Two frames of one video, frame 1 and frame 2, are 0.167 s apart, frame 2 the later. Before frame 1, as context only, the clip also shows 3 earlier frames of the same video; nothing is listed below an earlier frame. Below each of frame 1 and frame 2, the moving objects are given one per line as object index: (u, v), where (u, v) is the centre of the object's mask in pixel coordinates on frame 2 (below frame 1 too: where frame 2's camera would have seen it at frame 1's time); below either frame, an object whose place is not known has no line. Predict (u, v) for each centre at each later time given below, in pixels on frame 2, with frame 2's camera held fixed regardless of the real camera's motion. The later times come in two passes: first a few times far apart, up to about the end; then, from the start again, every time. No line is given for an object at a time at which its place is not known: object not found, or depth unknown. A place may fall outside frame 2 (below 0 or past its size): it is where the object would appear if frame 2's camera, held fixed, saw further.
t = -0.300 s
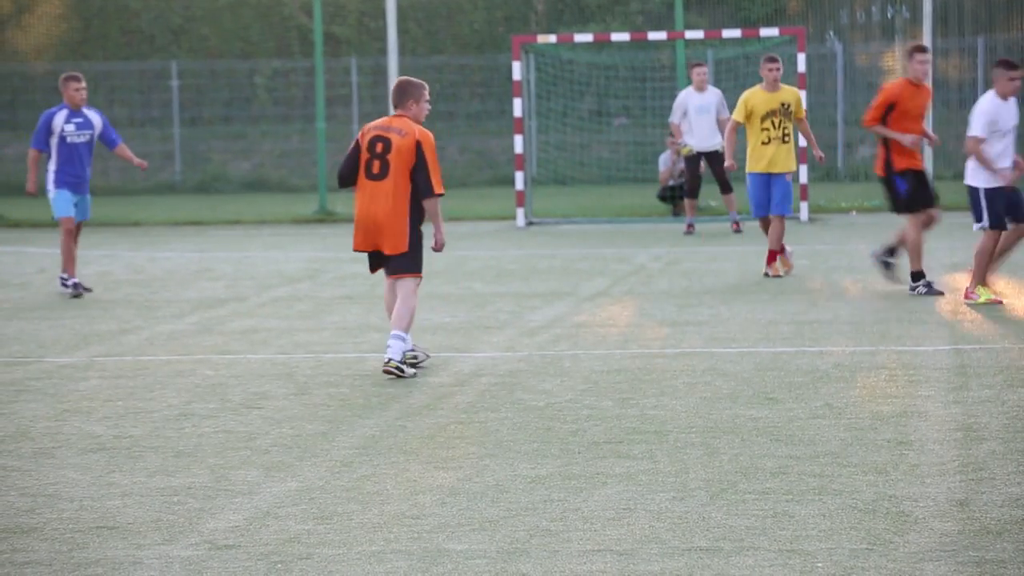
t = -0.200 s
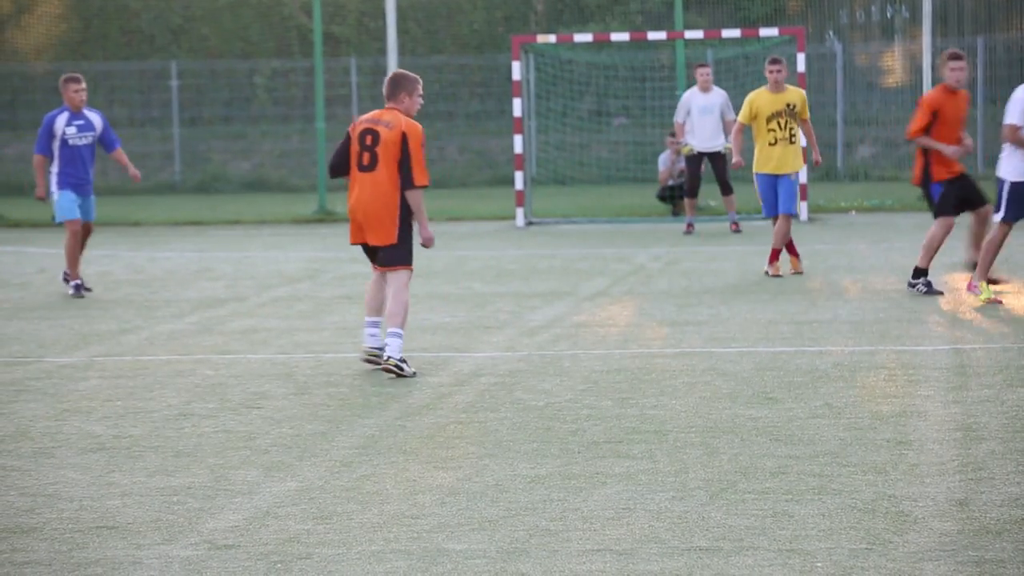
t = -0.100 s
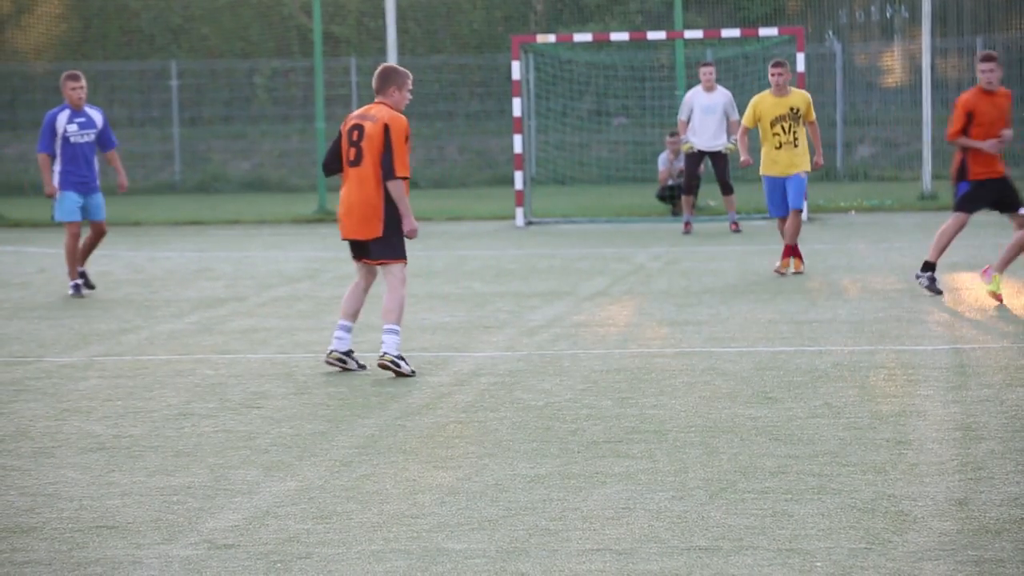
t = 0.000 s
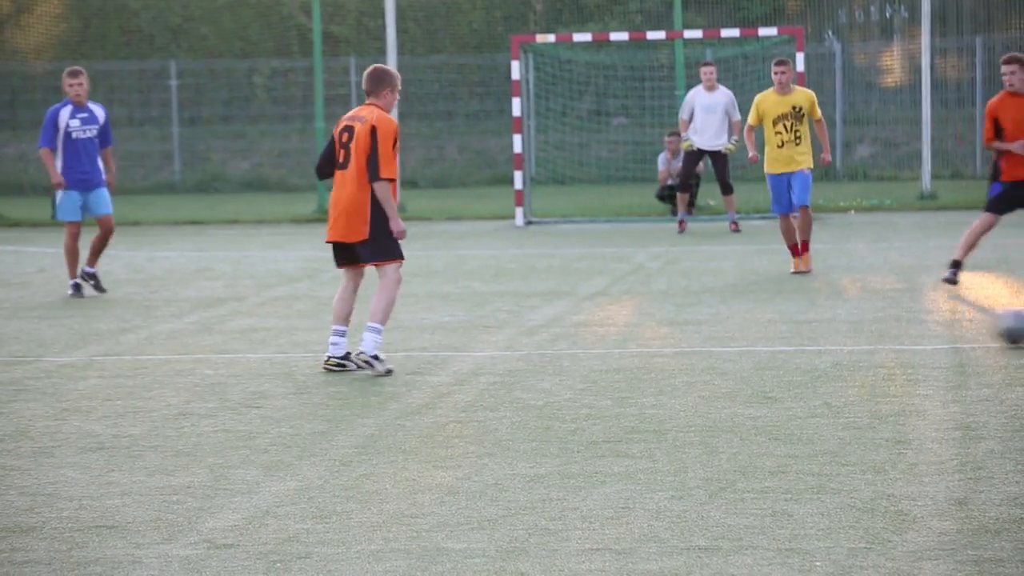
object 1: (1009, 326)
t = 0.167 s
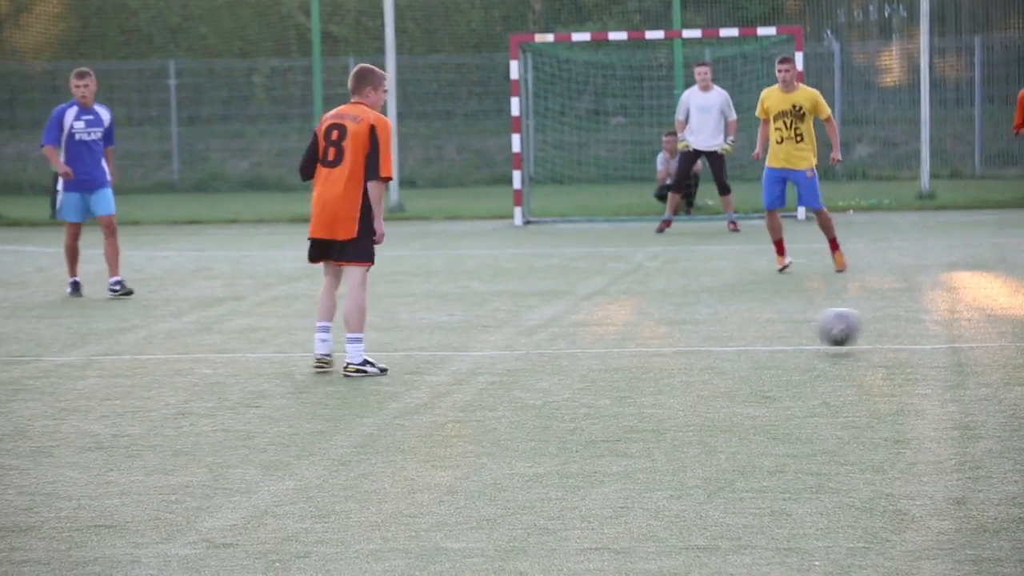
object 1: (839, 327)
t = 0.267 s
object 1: (744, 335)
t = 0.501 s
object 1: (530, 339)
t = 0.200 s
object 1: (806, 328)
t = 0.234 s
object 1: (775, 330)
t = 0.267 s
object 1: (744, 335)
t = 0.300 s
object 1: (713, 333)
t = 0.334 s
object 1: (683, 332)
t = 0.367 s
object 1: (652, 333)
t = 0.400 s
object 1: (622, 336)
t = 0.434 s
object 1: (591, 341)
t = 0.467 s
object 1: (559, 341)
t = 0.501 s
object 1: (530, 339)
